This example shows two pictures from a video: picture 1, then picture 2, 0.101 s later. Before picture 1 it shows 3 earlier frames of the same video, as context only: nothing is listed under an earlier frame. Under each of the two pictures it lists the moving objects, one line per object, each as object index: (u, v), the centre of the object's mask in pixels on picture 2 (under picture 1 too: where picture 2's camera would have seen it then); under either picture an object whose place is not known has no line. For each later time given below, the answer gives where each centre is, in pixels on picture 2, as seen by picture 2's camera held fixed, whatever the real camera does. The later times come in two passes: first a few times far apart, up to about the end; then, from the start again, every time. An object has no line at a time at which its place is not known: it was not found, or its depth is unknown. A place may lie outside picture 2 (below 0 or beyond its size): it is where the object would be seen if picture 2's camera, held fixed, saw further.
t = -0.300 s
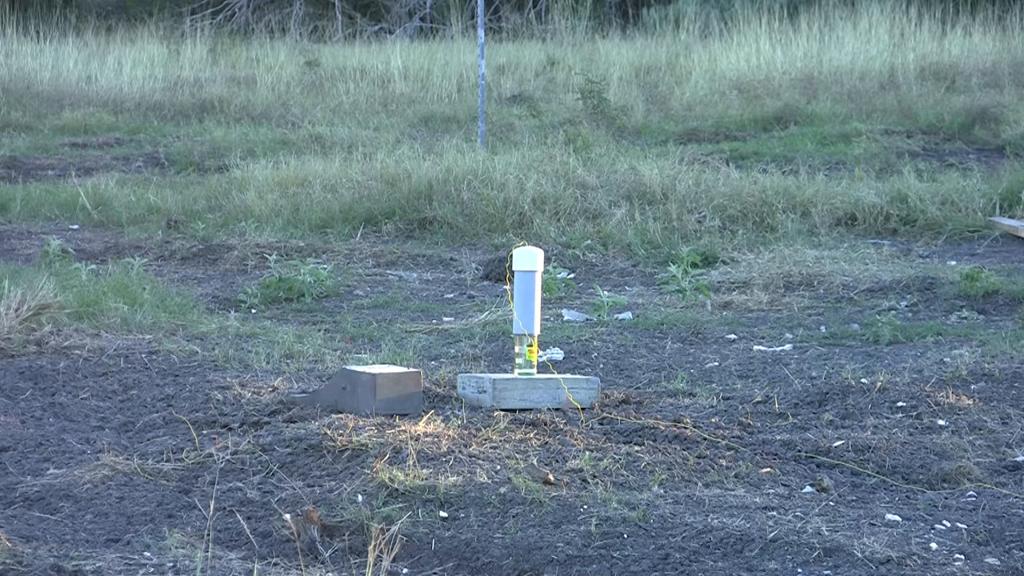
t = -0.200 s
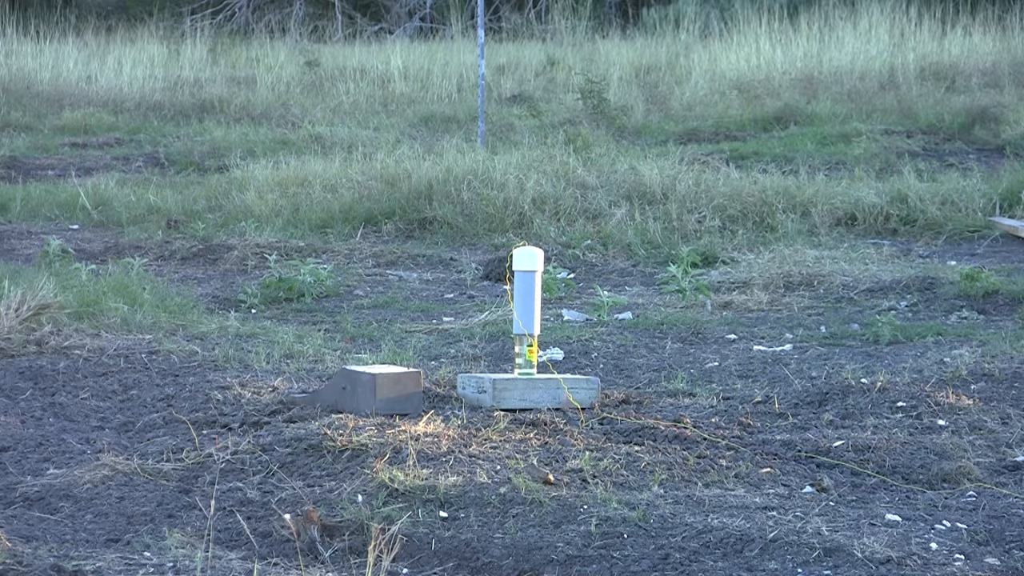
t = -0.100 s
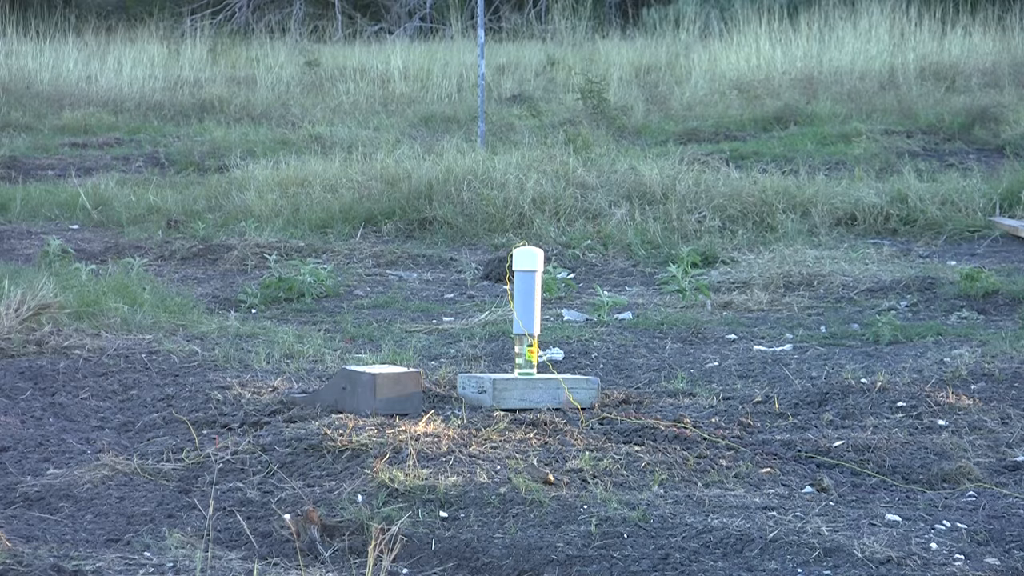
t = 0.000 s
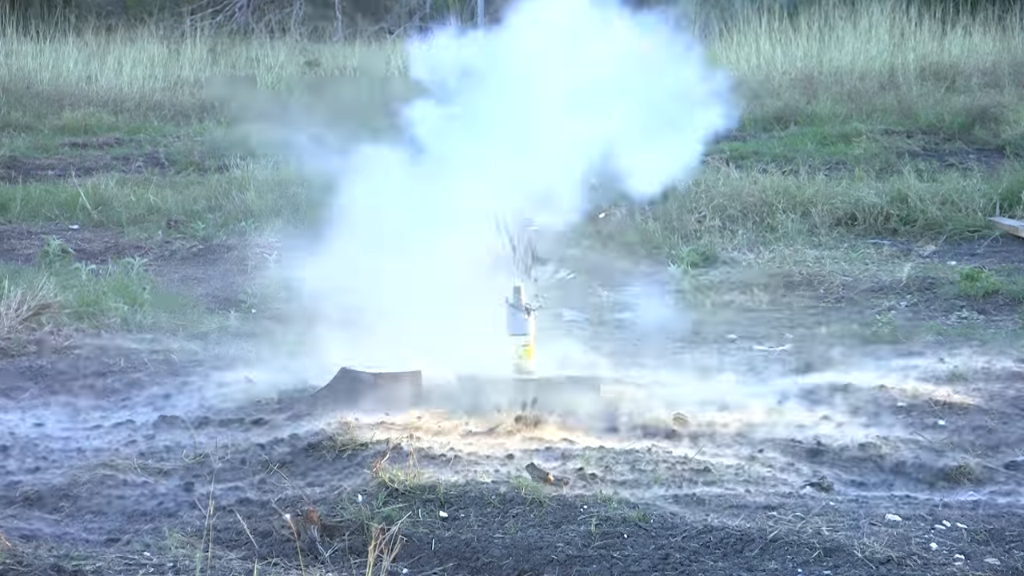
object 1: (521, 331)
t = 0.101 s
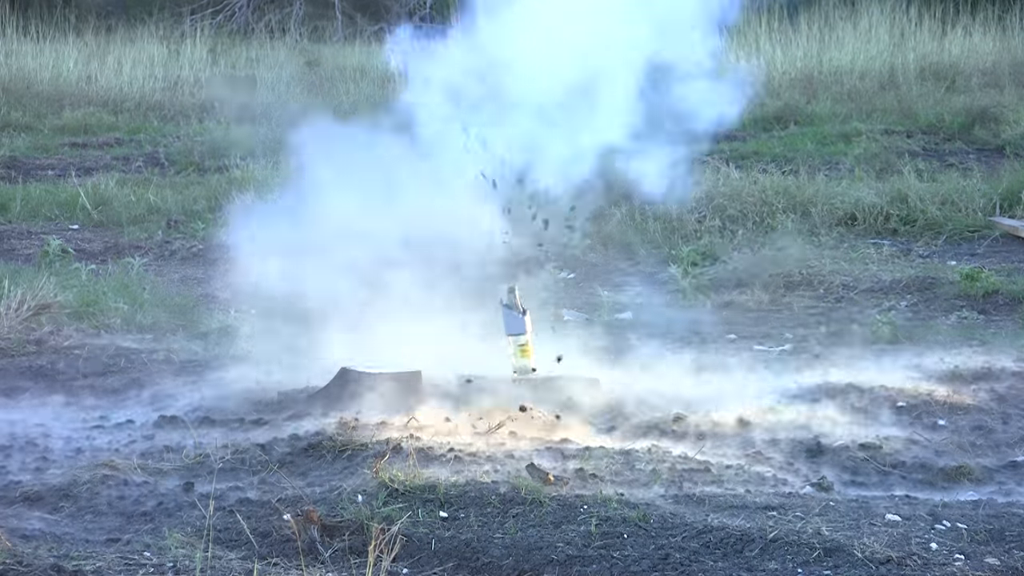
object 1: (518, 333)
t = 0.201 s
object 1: (517, 332)
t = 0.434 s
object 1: (522, 331)
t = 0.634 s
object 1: (532, 333)
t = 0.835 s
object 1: (542, 337)
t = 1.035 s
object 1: (560, 356)
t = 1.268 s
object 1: (577, 365)
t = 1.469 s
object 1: (577, 364)
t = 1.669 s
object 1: (577, 364)
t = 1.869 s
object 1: (577, 364)
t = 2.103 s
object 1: (577, 364)
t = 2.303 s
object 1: (578, 366)
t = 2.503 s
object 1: (578, 366)
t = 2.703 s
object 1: (578, 366)
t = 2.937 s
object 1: (579, 366)
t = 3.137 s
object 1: (579, 366)
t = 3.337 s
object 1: (579, 366)
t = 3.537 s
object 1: (579, 366)
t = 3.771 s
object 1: (578, 366)
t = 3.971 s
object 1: (579, 366)
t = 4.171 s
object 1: (579, 366)
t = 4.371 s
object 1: (579, 366)
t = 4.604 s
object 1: (579, 366)
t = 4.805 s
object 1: (579, 366)
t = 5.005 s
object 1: (579, 366)
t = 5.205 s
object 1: (579, 366)
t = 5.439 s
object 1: (579, 366)
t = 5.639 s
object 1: (579, 366)
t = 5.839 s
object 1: (579, 366)
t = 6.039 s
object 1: (579, 366)
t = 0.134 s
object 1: (517, 333)
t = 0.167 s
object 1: (517, 333)
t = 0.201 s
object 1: (517, 332)
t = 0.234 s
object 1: (517, 332)
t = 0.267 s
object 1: (517, 332)
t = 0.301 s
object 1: (518, 332)
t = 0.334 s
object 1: (519, 332)
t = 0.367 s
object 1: (520, 331)
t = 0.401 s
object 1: (521, 331)
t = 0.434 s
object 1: (522, 331)
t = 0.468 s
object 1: (524, 331)
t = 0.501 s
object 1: (526, 331)
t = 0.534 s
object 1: (528, 331)
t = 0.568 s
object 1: (530, 331)
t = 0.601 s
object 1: (531, 333)
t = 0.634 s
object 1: (532, 333)
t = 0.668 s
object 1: (533, 333)
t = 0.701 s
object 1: (534, 334)
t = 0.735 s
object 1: (536, 334)
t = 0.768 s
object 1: (537, 334)
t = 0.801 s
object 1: (539, 335)
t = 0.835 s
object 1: (542, 337)
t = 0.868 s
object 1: (545, 339)
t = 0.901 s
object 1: (548, 341)
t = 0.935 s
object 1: (552, 347)
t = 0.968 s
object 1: (555, 356)
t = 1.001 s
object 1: (557, 359)
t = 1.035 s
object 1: (560, 356)
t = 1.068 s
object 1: (563, 355)
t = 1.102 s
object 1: (565, 354)
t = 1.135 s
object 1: (569, 356)
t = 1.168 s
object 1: (571, 357)
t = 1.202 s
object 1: (574, 361)
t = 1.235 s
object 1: (577, 364)
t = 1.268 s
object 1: (577, 365)
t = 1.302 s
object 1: (576, 364)
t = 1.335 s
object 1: (576, 364)
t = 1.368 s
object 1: (577, 364)
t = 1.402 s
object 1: (577, 364)
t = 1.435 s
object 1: (577, 364)
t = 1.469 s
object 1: (577, 364)
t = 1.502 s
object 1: (577, 364)
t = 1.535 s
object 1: (577, 364)
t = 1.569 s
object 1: (577, 364)
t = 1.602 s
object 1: (577, 364)
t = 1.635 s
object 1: (577, 364)
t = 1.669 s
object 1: (577, 364)
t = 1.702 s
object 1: (577, 364)
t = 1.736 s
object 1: (577, 364)
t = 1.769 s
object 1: (577, 364)
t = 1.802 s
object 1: (577, 364)
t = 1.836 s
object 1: (577, 364)
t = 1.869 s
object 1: (577, 364)
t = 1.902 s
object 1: (577, 364)
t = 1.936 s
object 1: (577, 364)
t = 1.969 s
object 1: (577, 364)
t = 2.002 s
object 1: (577, 364)
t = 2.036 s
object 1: (577, 364)
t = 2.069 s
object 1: (577, 364)
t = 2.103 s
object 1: (577, 364)
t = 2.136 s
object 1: (577, 364)
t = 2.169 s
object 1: (577, 364)
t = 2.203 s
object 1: (577, 364)
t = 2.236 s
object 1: (577, 364)
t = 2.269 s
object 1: (577, 364)
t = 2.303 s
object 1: (578, 366)
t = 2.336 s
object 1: (578, 366)
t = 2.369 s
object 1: (578, 366)
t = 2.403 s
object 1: (578, 366)
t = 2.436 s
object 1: (578, 366)
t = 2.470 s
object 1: (578, 366)
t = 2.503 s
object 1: (578, 366)
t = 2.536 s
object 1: (578, 366)
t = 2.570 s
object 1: (578, 366)
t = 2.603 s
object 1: (578, 366)
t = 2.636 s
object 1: (578, 366)
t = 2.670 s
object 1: (578, 366)
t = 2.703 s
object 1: (578, 366)
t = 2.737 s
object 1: (578, 366)
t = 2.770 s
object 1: (578, 366)
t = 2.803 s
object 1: (578, 366)
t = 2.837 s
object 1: (578, 366)
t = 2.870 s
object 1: (578, 366)
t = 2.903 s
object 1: (579, 366)
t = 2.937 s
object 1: (579, 366)
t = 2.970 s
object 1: (579, 366)
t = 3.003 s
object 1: (579, 366)
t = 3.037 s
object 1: (579, 366)
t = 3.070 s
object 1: (579, 366)
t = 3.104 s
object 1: (579, 366)
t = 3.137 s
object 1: (579, 366)
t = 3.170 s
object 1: (579, 366)
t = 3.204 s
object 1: (579, 366)
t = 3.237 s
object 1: (579, 366)
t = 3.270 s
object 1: (579, 366)
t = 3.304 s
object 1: (579, 366)
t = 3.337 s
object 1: (579, 366)
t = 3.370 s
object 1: (579, 366)
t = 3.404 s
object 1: (579, 366)
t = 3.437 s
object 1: (579, 366)
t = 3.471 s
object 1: (579, 366)
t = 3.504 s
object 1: (579, 366)
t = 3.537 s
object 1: (579, 366)
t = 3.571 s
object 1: (579, 366)
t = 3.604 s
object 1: (579, 366)
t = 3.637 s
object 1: (579, 366)
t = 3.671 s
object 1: (579, 366)
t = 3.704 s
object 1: (579, 366)
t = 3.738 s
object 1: (579, 366)
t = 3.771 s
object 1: (578, 366)
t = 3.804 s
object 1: (578, 366)
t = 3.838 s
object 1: (578, 366)
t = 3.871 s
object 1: (579, 366)
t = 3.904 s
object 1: (579, 366)
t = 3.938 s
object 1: (579, 366)
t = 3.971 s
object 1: (579, 366)
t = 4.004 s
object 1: (579, 366)
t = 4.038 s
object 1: (579, 366)
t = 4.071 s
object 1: (579, 366)
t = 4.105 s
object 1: (579, 366)
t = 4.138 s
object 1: (579, 366)
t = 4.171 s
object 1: (579, 366)
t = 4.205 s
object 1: (579, 366)
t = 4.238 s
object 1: (579, 366)
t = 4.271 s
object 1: (579, 366)
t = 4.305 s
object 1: (579, 366)
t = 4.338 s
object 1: (579, 366)
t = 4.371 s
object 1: (579, 366)
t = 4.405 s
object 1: (579, 366)
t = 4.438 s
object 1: (579, 366)
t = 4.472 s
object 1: (579, 366)
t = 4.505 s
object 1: (579, 366)
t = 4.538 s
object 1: (579, 366)
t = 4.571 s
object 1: (579, 366)
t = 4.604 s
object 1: (579, 366)
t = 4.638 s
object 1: (579, 366)
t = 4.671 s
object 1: (579, 366)
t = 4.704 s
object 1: (579, 366)
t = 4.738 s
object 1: (579, 366)
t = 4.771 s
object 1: (579, 366)
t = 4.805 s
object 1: (579, 366)
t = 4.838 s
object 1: (579, 366)
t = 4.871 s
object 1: (579, 366)
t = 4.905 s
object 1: (579, 366)
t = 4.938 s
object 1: (579, 366)
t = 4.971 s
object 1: (579, 366)
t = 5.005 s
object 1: (579, 366)
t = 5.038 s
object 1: (579, 366)
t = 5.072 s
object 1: (579, 366)
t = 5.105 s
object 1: (579, 366)
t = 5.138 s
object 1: (579, 366)
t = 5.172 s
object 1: (579, 366)
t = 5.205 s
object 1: (579, 366)
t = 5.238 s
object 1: (579, 366)
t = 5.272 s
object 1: (579, 366)
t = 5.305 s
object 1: (579, 366)
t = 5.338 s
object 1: (579, 366)
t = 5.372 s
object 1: (579, 366)
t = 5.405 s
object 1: (579, 366)
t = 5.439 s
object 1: (579, 366)
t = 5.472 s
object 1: (579, 366)
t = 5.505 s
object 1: (579, 366)
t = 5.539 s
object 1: (579, 366)
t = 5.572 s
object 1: (579, 366)
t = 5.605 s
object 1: (579, 366)
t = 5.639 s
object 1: (579, 366)
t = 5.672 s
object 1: (579, 366)
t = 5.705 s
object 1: (579, 366)
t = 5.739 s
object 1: (579, 366)
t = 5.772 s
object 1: (579, 366)
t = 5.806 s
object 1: (579, 366)
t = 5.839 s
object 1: (579, 366)
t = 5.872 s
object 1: (579, 366)
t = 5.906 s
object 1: (579, 366)
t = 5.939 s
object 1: (579, 366)
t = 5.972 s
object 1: (579, 366)
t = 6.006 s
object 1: (579, 366)
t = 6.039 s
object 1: (579, 366)
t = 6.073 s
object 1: (579, 366)
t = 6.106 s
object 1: (579, 366)
